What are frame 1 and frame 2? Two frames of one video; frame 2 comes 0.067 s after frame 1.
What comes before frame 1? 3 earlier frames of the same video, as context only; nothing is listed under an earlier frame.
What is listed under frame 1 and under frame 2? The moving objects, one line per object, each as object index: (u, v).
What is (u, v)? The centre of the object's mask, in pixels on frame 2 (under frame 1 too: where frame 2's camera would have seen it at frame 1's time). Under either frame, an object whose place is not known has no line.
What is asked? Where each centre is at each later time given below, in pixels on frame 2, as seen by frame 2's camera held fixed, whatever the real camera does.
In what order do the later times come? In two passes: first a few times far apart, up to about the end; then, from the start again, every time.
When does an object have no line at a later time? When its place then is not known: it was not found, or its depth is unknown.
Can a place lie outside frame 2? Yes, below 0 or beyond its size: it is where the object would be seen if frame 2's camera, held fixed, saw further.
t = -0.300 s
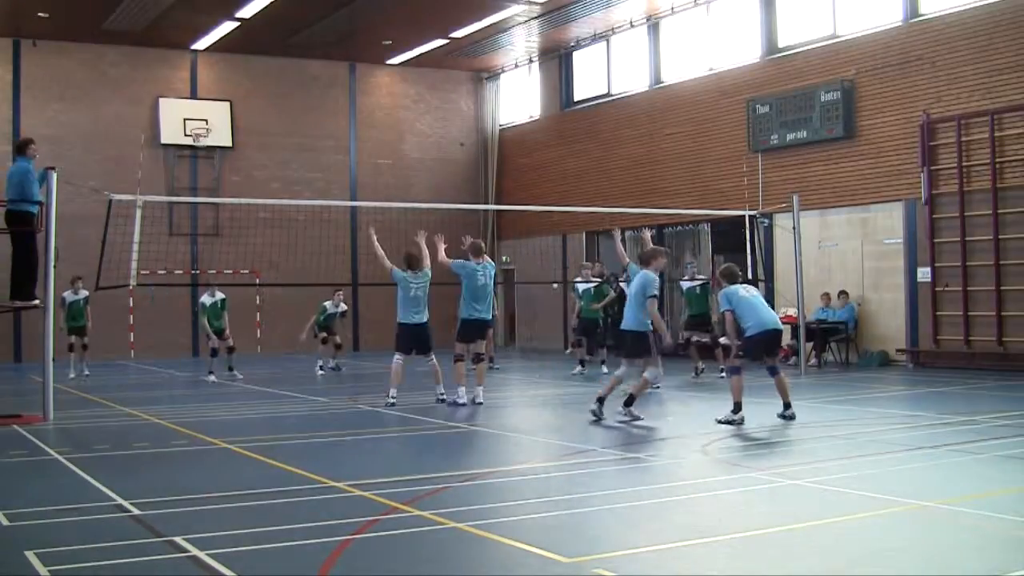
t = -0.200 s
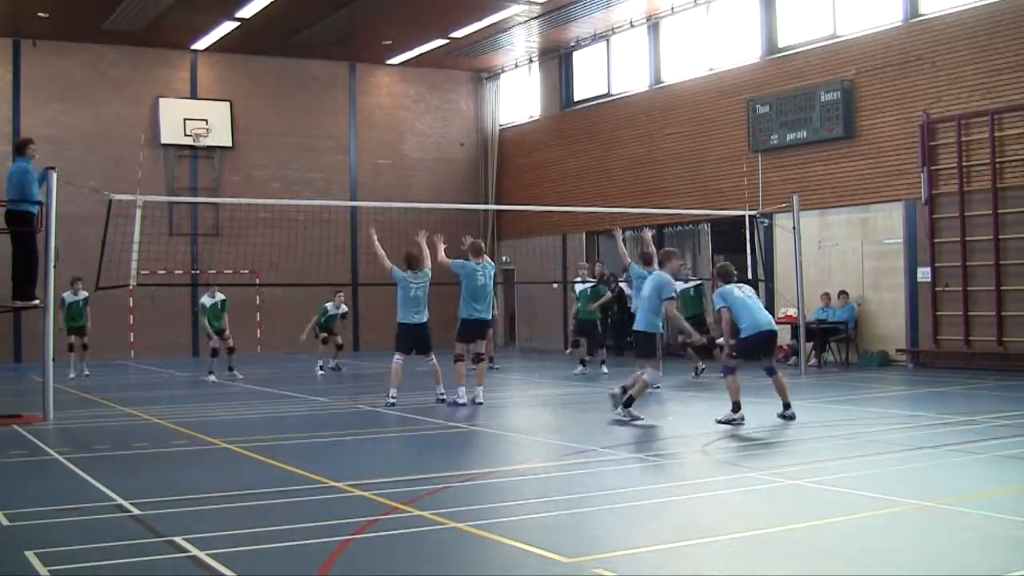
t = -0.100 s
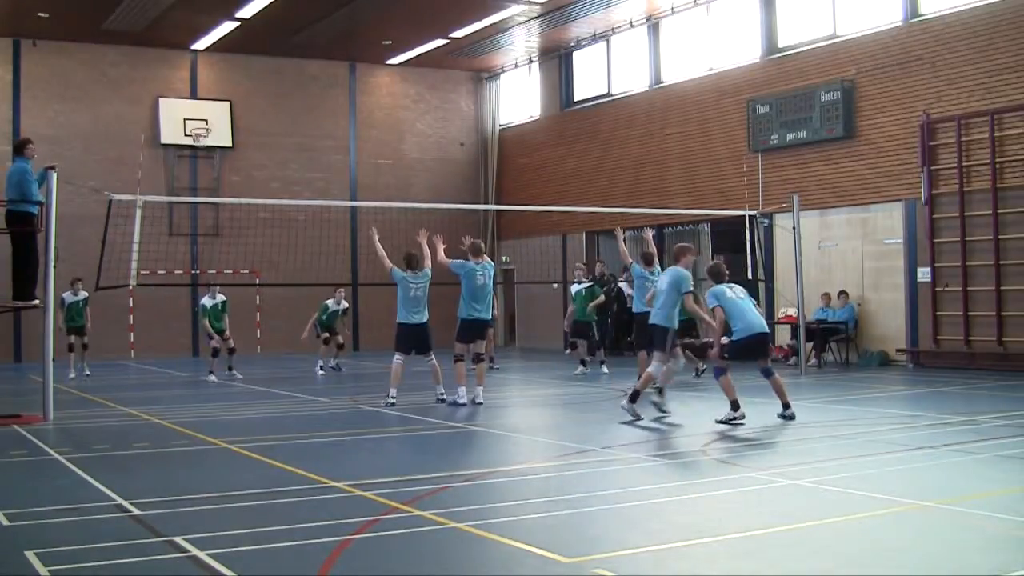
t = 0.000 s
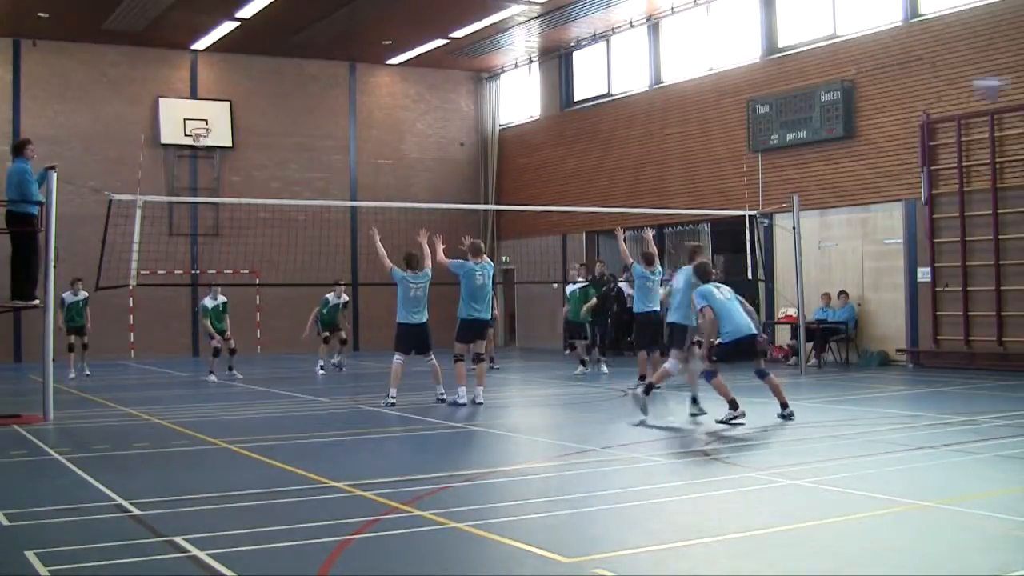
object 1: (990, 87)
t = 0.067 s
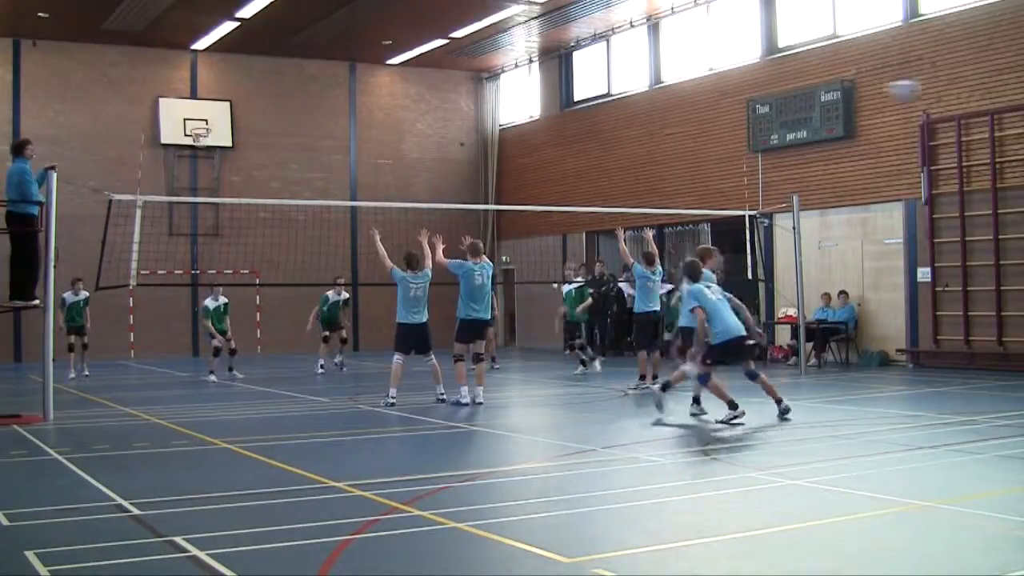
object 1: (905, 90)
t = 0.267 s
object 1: (712, 123)
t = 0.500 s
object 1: (571, 185)
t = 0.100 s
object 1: (863, 92)
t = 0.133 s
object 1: (828, 96)
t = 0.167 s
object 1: (796, 104)
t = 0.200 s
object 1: (765, 109)
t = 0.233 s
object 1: (739, 118)
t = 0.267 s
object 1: (712, 123)
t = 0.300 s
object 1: (688, 131)
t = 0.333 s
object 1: (665, 139)
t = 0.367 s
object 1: (644, 147)
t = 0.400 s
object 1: (624, 156)
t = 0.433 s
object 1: (605, 165)
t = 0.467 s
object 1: (587, 175)
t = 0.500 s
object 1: (571, 185)
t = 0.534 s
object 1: (554, 195)
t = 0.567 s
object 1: (544, 204)
